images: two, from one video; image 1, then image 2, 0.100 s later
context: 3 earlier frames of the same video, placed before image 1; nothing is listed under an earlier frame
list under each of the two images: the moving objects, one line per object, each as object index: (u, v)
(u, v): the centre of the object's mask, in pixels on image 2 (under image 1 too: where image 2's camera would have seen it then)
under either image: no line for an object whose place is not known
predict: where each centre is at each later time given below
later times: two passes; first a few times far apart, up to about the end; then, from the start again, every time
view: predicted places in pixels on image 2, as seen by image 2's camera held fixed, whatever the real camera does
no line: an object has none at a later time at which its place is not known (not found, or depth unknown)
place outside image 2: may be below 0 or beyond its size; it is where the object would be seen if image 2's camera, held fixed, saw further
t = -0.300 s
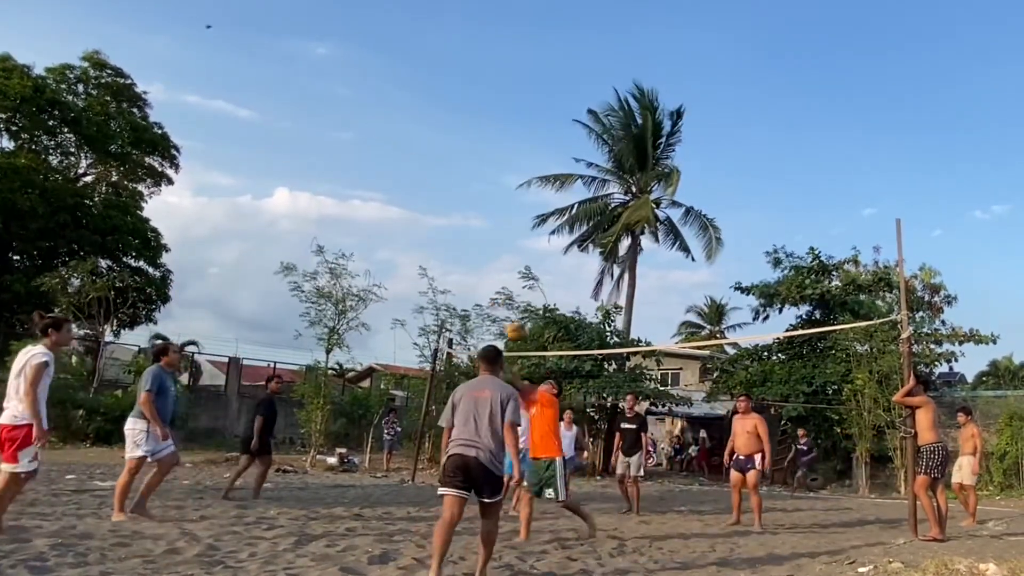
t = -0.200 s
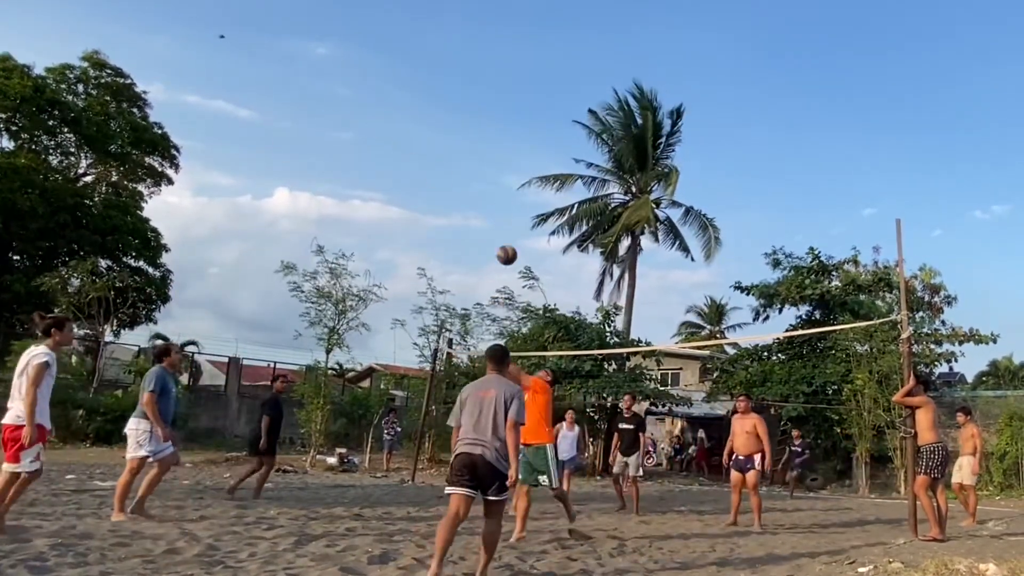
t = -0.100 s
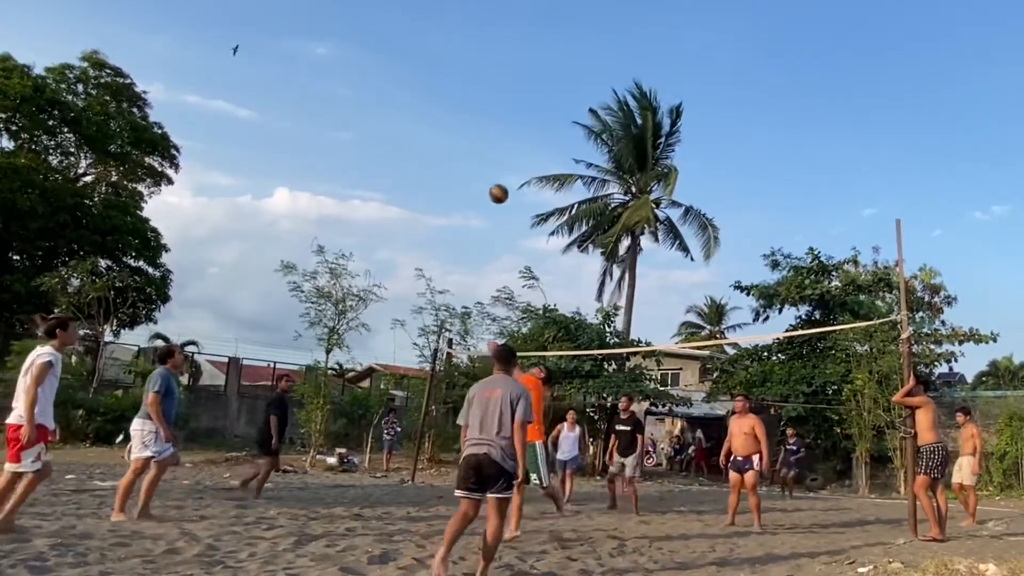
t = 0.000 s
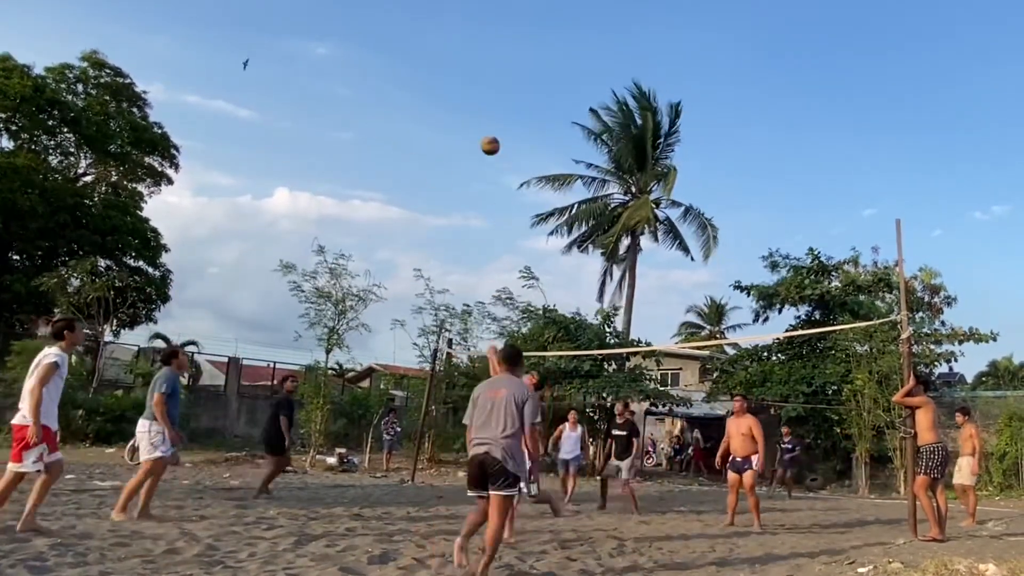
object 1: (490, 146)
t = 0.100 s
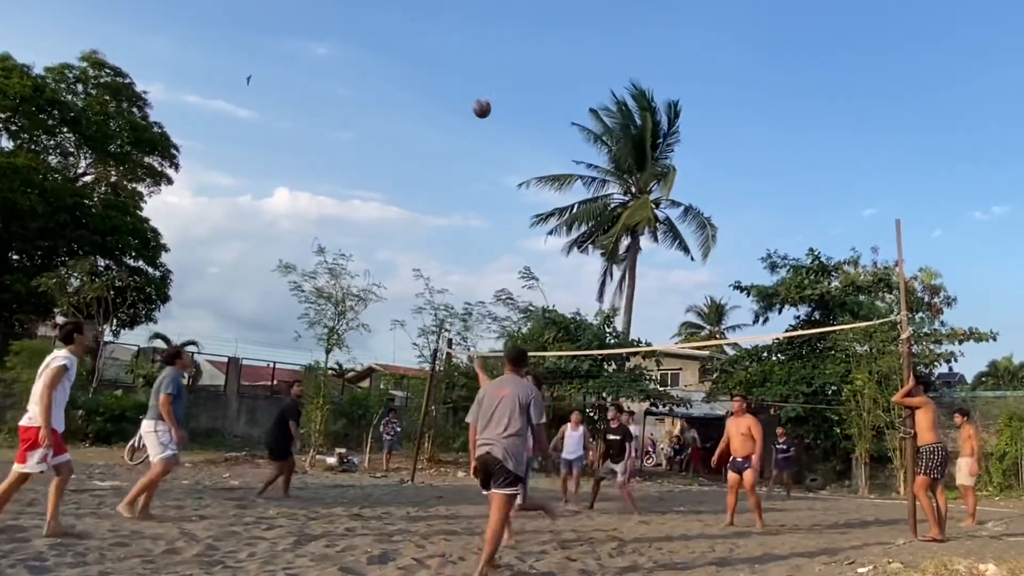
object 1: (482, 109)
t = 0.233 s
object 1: (471, 76)
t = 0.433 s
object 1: (454, 56)
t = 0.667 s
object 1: (433, 72)
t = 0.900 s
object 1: (411, 124)
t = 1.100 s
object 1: (389, 195)
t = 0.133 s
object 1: (479, 99)
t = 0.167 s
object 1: (476, 90)
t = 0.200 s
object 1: (474, 82)
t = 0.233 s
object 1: (471, 76)
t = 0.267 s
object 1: (468, 70)
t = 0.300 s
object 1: (466, 66)
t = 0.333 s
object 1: (463, 62)
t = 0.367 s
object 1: (460, 59)
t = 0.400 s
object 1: (457, 57)
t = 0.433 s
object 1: (454, 56)
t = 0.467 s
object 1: (451, 56)
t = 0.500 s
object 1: (448, 56)
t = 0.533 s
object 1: (445, 58)
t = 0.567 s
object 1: (443, 60)
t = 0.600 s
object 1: (440, 64)
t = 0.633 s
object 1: (436, 67)
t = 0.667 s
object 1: (433, 72)
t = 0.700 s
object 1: (430, 77)
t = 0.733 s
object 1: (427, 83)
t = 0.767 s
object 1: (424, 90)
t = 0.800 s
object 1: (421, 98)
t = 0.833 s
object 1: (417, 106)
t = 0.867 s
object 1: (414, 115)
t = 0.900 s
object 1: (411, 124)
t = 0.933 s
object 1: (407, 135)
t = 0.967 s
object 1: (404, 146)
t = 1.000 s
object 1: (400, 157)
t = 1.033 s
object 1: (397, 169)
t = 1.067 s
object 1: (393, 182)
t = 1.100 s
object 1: (389, 195)
